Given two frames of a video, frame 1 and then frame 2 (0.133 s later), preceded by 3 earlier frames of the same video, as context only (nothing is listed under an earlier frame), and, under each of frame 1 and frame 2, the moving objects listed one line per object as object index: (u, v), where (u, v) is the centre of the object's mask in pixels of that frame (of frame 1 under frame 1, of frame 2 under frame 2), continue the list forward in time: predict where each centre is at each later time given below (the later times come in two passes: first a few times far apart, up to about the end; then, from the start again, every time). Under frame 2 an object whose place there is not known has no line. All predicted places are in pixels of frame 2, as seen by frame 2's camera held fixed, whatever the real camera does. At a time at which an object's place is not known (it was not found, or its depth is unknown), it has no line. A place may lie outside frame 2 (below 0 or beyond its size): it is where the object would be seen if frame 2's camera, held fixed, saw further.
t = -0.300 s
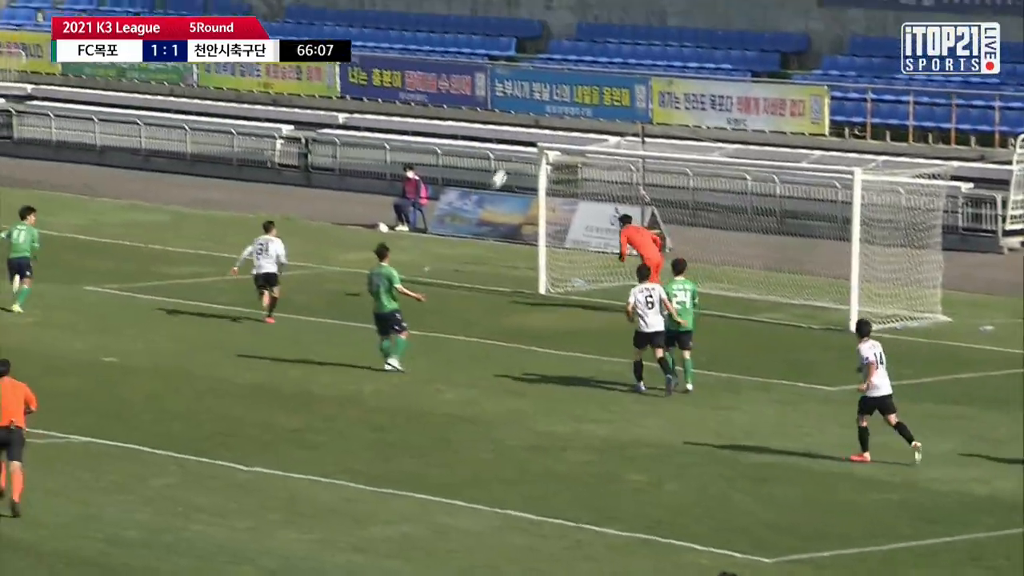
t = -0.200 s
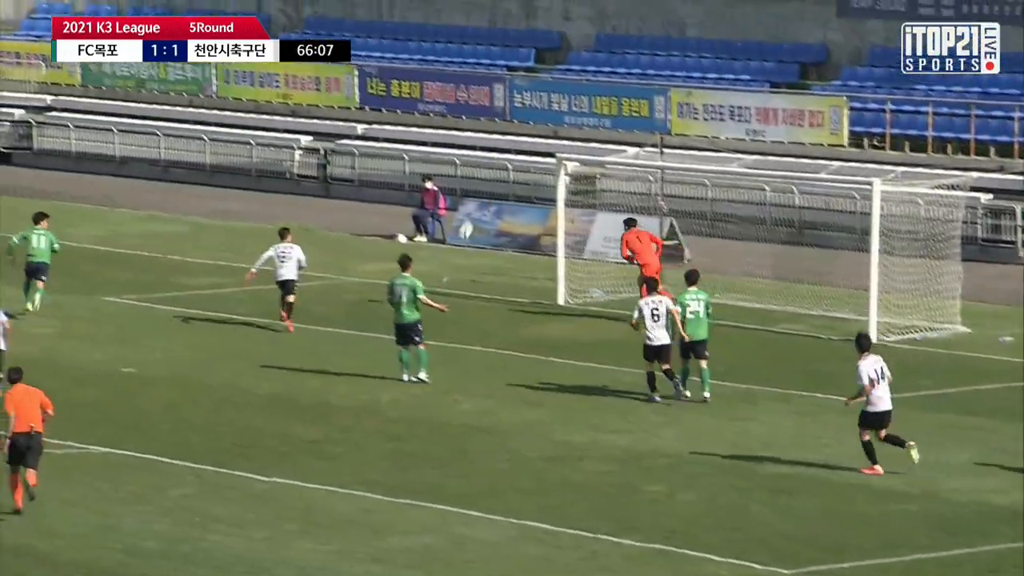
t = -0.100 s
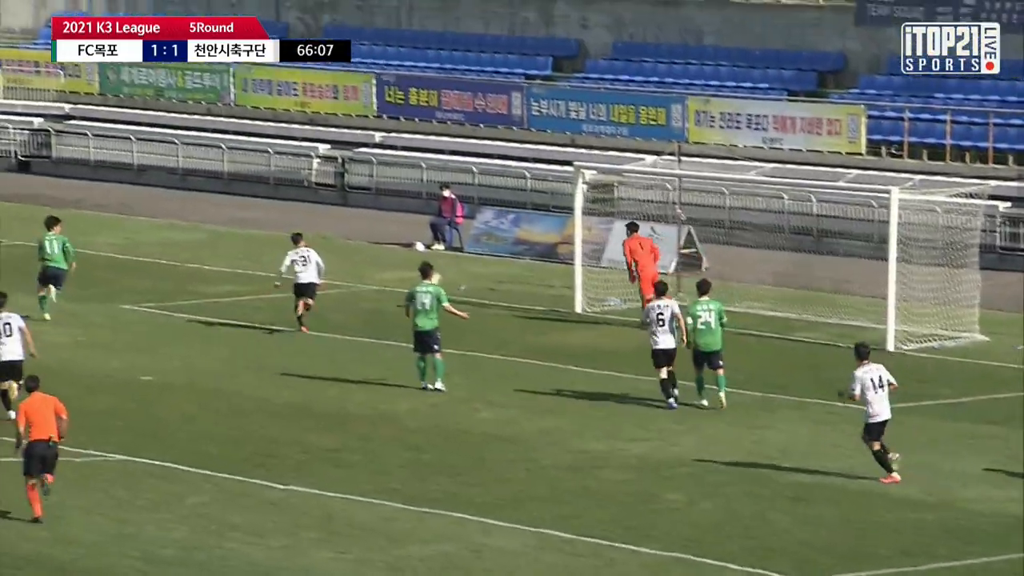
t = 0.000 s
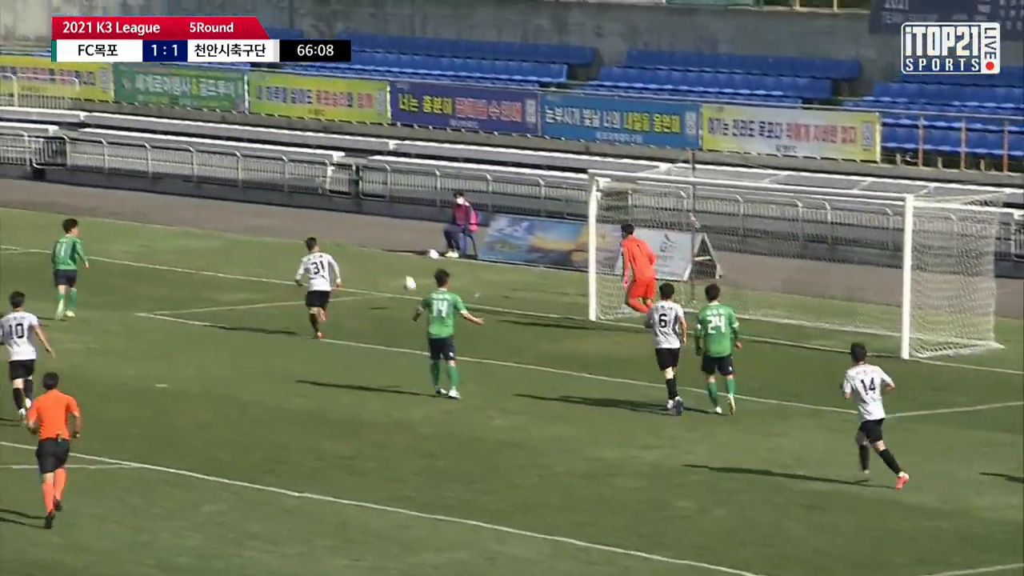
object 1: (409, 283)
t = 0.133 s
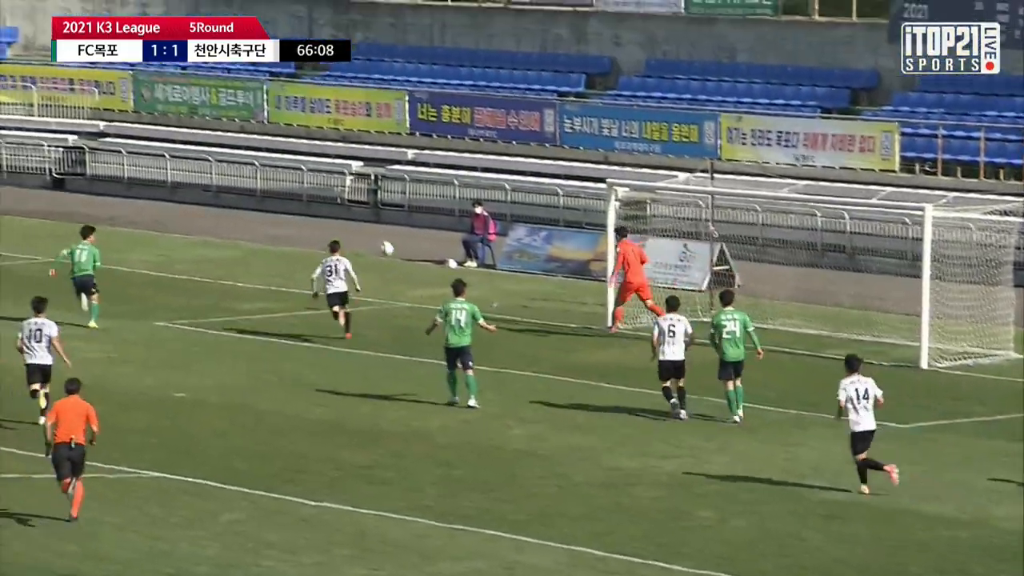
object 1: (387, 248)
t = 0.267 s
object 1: (347, 218)
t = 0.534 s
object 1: (270, 194)
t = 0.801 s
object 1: (197, 214)
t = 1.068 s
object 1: (128, 272)
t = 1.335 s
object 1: (56, 231)
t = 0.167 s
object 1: (377, 239)
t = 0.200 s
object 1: (367, 232)
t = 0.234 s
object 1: (357, 224)
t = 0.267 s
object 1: (347, 218)
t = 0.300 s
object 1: (338, 212)
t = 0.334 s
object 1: (328, 207)
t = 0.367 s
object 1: (318, 203)
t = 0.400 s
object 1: (308, 200)
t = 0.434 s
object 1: (299, 198)
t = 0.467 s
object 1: (289, 196)
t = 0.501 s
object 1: (279, 195)
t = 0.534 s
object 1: (270, 194)
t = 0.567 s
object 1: (261, 195)
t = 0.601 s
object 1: (251, 195)
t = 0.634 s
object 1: (242, 197)
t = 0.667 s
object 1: (233, 199)
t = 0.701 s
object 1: (224, 202)
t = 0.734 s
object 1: (214, 206)
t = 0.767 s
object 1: (205, 210)
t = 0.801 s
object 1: (197, 214)
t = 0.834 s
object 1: (188, 220)
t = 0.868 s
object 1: (179, 225)
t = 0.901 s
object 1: (170, 232)
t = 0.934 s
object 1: (161, 239)
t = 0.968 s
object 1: (153, 247)
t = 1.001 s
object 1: (144, 255)
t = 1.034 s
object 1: (136, 263)
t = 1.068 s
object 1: (128, 272)
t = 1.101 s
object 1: (118, 273)
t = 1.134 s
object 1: (110, 265)
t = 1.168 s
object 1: (100, 258)
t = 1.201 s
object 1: (92, 251)
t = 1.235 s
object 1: (83, 245)
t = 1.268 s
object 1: (74, 240)
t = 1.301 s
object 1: (65, 235)
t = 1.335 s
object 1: (56, 231)
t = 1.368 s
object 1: (47, 228)
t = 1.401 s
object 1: (39, 225)
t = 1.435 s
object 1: (31, 223)
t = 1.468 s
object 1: (21, 221)
